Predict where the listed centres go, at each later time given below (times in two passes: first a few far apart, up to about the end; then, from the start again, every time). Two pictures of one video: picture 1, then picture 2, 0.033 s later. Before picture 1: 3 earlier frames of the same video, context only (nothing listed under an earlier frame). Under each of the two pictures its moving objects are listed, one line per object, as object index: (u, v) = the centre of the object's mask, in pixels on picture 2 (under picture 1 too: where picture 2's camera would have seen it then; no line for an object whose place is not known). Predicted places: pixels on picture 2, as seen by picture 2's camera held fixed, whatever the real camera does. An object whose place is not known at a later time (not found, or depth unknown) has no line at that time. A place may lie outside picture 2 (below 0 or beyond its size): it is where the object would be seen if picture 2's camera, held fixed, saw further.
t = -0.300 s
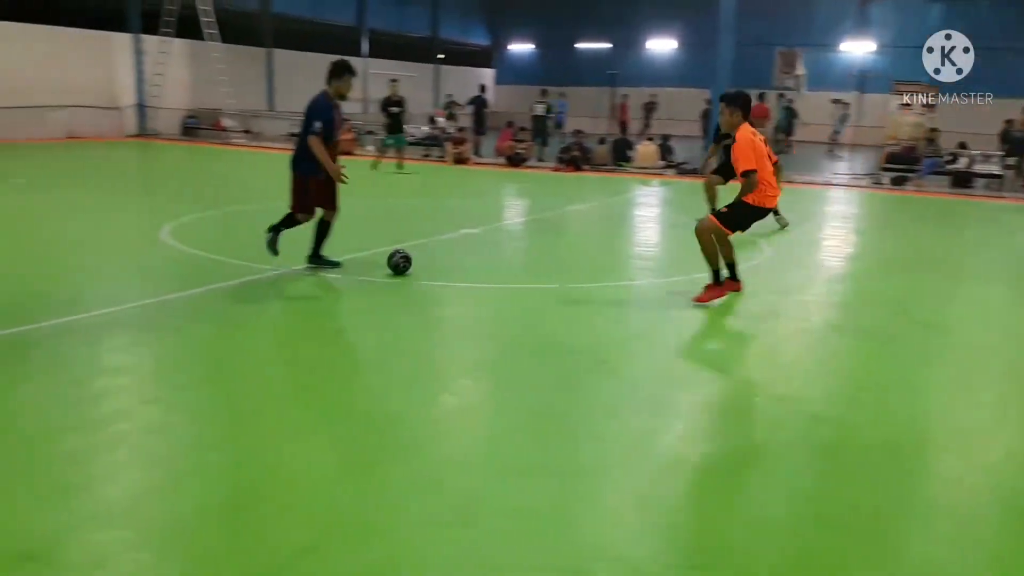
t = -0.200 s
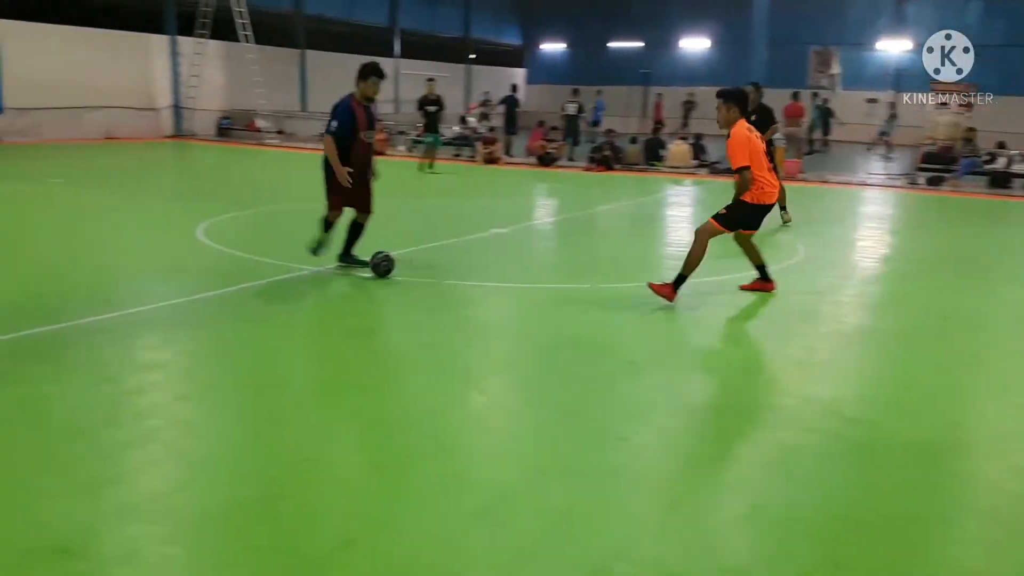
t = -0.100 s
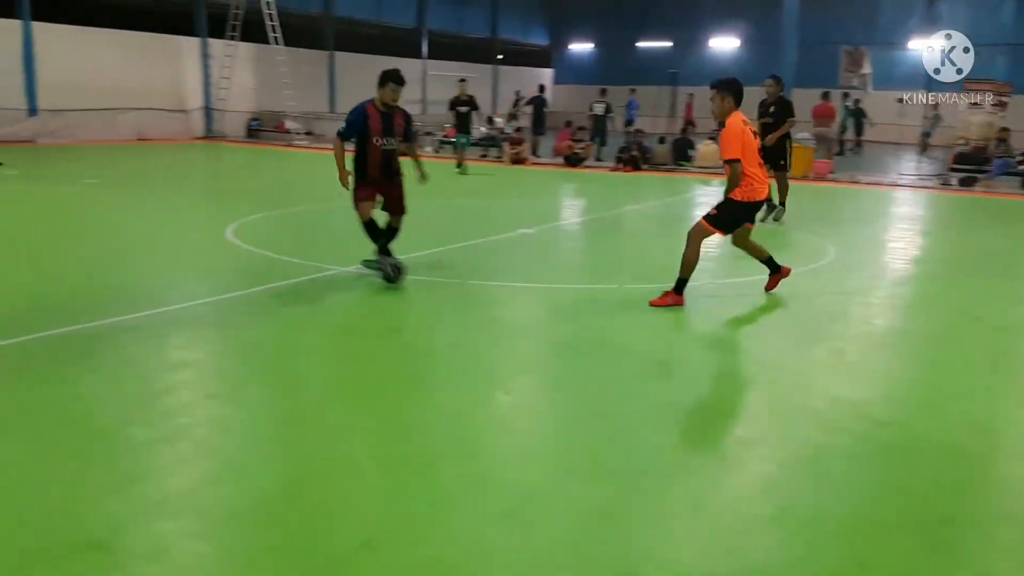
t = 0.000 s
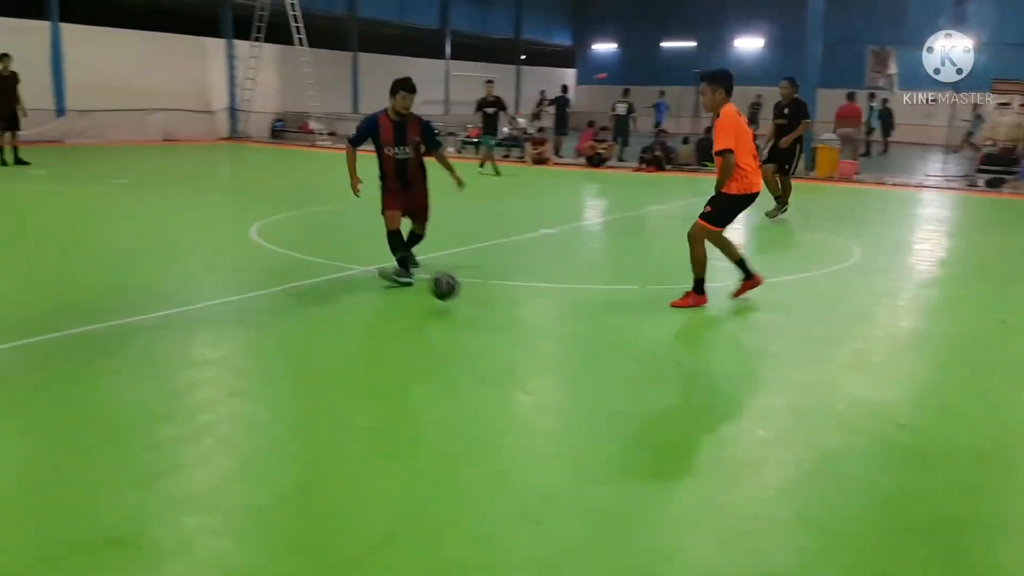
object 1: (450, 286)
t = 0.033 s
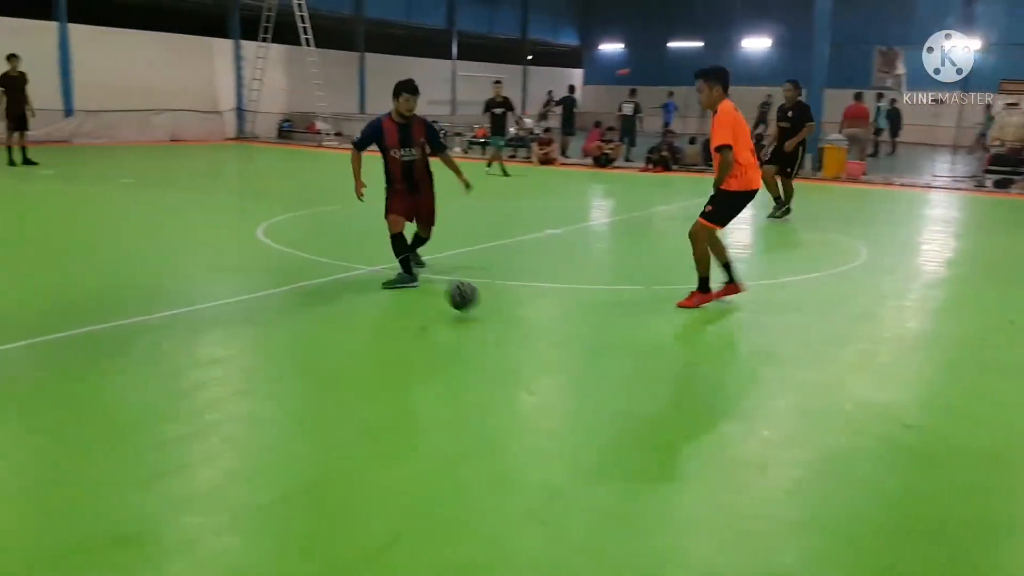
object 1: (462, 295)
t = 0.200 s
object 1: (527, 343)
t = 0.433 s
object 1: (649, 425)
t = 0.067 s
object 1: (475, 309)
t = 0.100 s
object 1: (487, 319)
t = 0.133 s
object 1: (500, 325)
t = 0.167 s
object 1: (514, 332)
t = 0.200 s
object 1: (527, 343)
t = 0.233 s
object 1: (543, 355)
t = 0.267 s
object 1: (559, 363)
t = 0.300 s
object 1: (575, 374)
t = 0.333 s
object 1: (592, 387)
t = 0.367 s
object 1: (609, 398)
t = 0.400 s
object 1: (628, 412)
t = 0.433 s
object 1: (649, 425)
